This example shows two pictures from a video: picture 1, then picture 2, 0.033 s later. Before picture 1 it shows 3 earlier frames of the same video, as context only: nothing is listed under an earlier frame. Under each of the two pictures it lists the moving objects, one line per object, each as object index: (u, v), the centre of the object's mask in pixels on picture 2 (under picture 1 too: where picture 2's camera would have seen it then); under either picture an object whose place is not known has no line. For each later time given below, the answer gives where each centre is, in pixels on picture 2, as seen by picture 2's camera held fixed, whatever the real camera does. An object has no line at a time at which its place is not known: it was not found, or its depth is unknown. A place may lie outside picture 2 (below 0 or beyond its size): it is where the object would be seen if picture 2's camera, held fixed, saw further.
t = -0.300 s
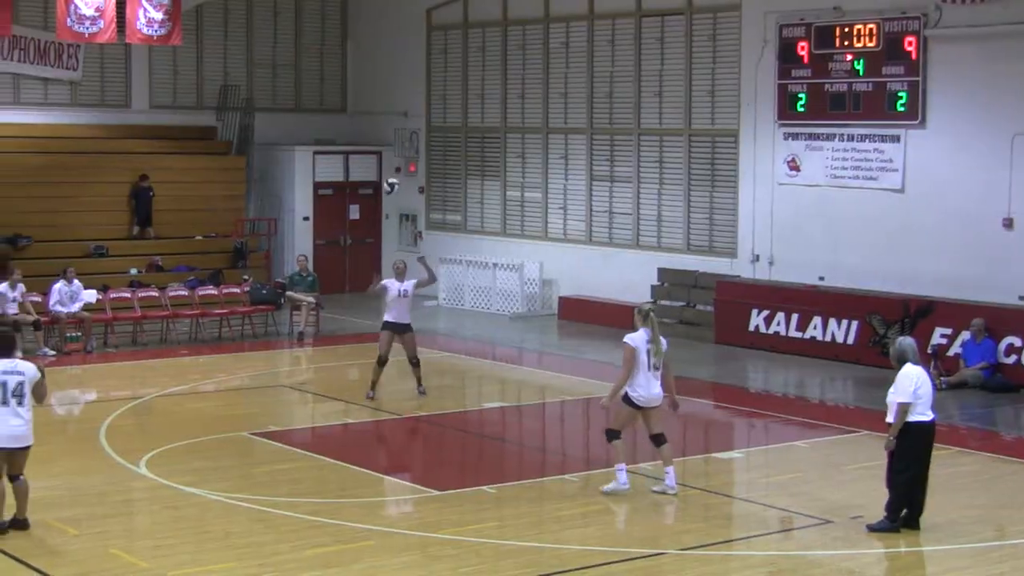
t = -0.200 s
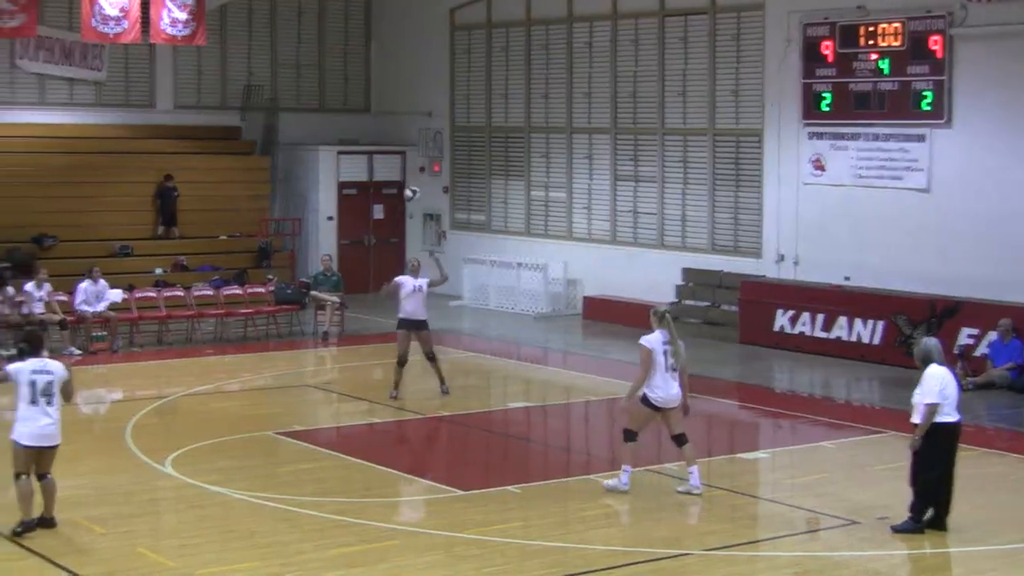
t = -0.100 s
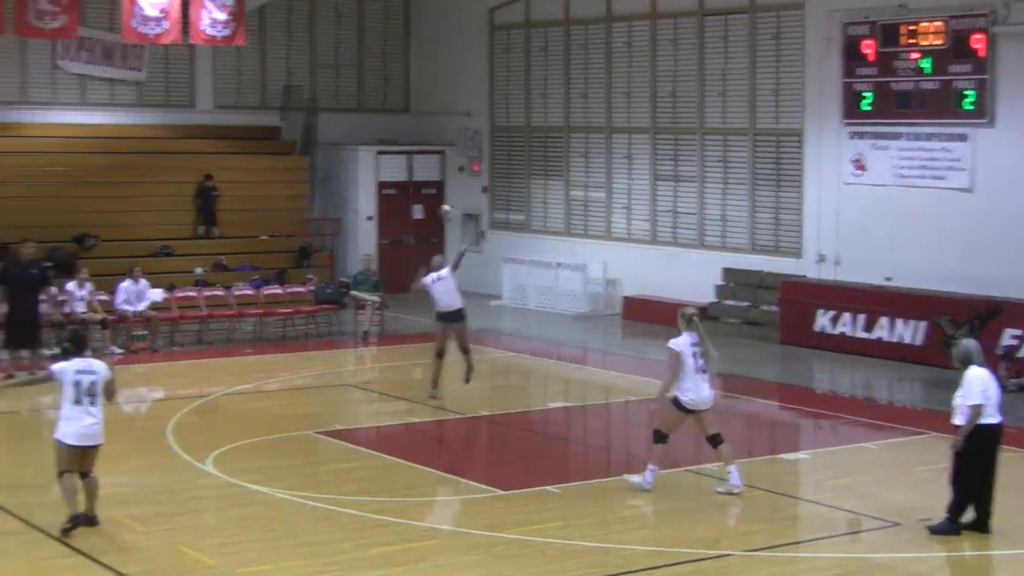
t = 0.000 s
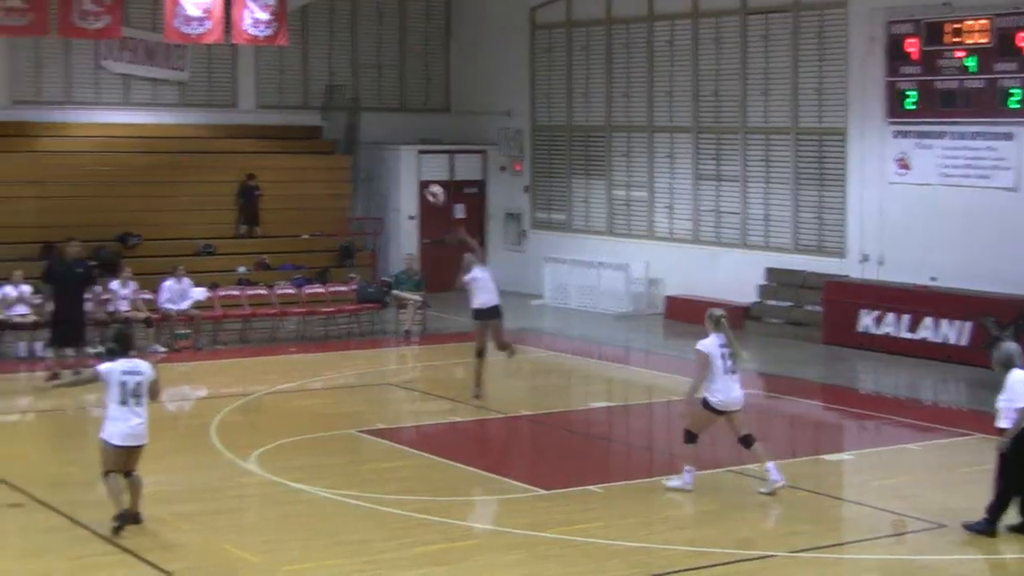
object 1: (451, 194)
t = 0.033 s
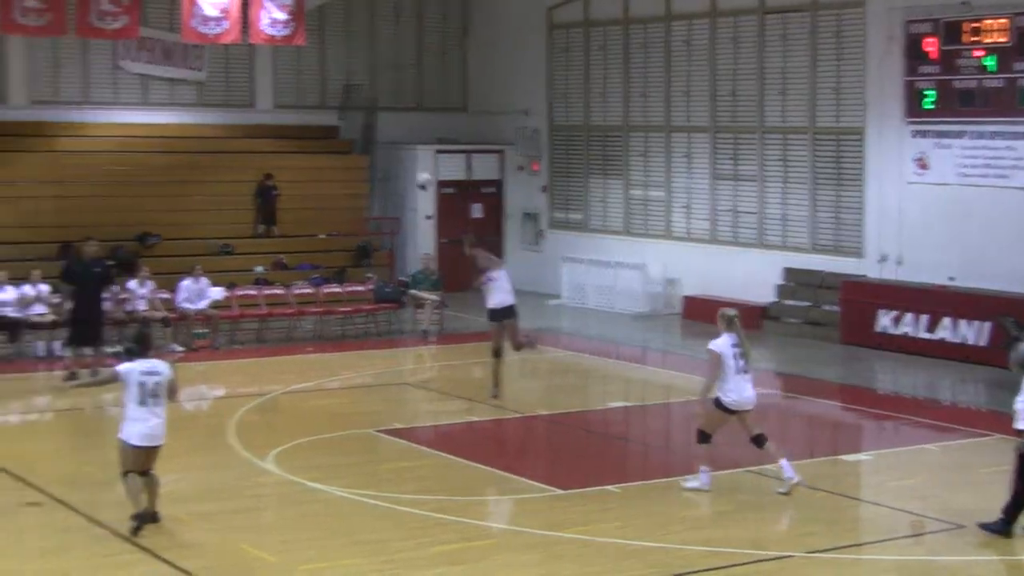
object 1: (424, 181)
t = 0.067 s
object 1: (394, 169)
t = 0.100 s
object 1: (363, 158)
